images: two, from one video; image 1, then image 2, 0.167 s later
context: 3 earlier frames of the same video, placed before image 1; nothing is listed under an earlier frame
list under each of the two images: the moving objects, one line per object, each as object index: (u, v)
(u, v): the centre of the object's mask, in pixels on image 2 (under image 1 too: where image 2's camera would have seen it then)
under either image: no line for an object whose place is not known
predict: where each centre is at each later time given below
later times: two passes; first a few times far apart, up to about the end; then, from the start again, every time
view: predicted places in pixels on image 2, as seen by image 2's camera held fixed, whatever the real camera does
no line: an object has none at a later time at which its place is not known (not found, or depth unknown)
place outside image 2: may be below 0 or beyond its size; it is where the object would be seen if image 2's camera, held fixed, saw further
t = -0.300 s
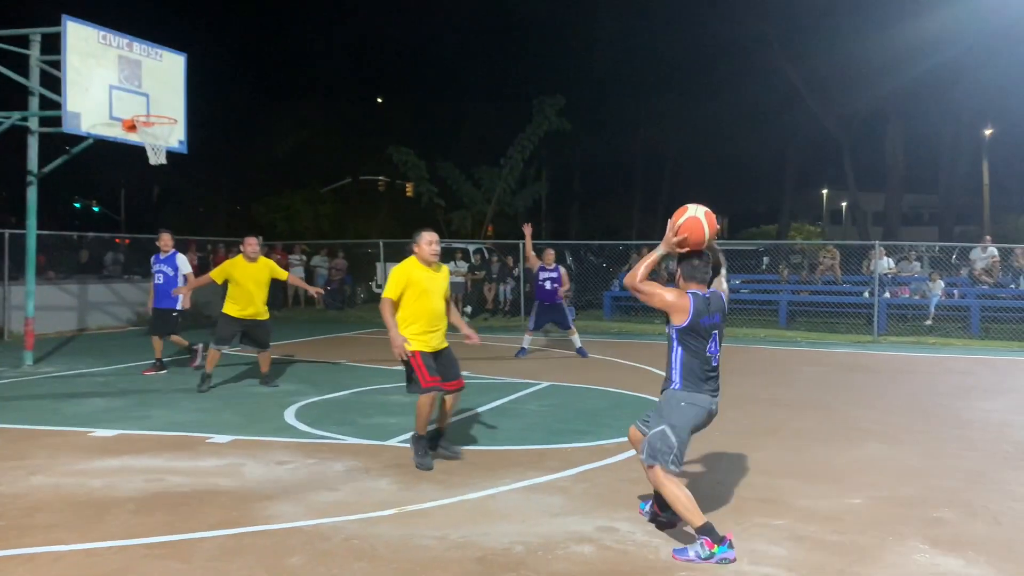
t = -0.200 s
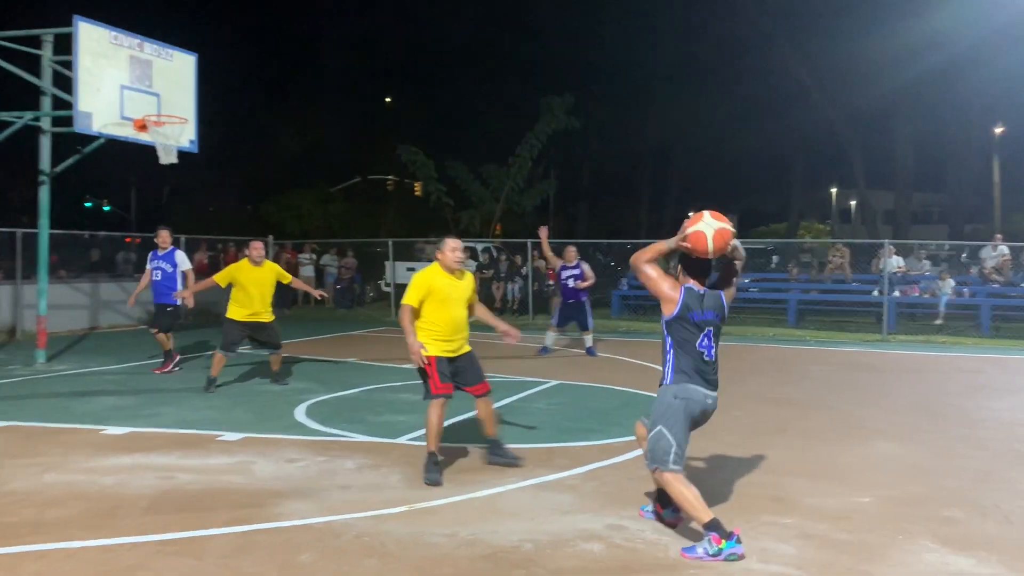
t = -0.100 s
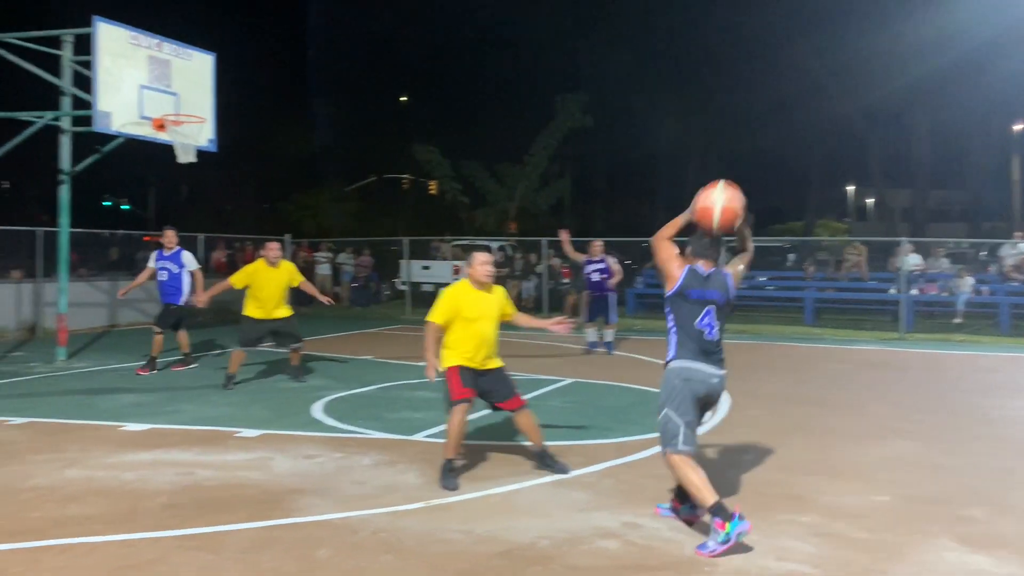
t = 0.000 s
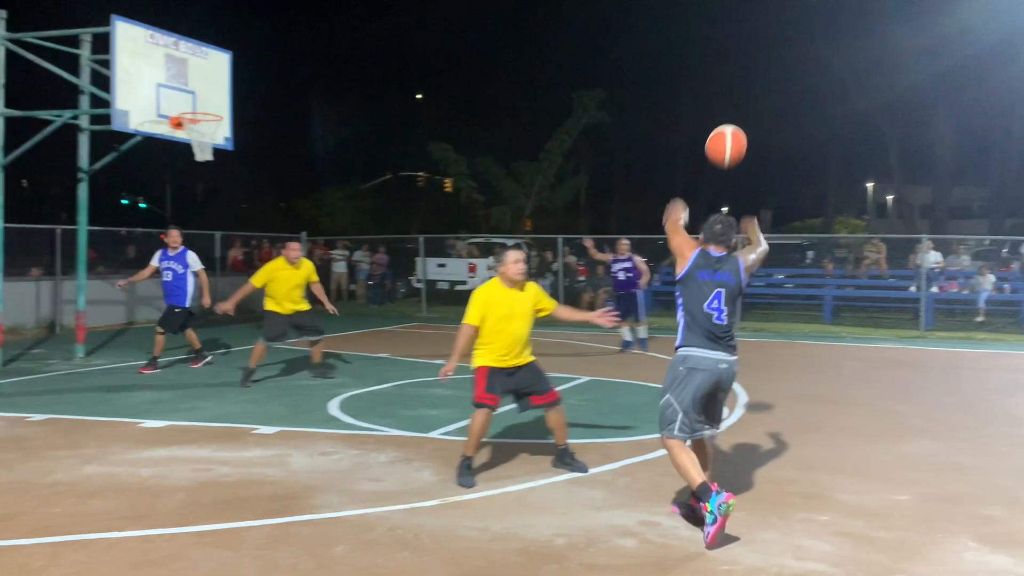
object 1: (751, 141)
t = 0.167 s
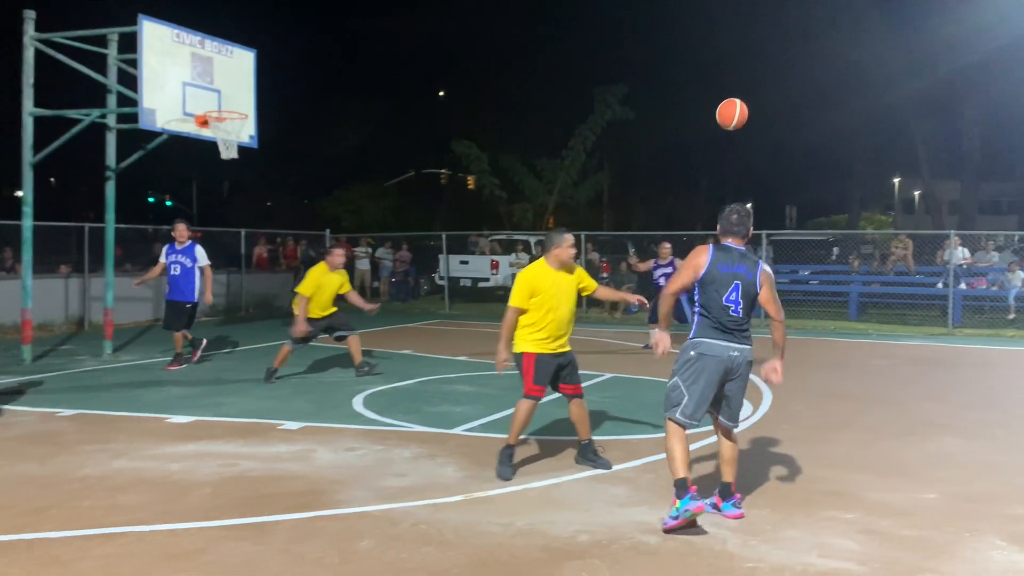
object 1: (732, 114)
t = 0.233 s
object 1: (726, 115)
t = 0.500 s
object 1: (709, 159)
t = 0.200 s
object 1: (729, 114)
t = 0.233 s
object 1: (726, 115)
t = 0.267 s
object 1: (724, 118)
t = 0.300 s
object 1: (721, 121)
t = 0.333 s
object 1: (719, 126)
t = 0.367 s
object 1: (717, 131)
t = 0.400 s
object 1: (714, 137)
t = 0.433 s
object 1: (712, 144)
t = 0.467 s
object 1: (711, 151)
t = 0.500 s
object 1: (709, 159)
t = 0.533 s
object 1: (707, 167)
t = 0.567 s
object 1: (705, 175)
